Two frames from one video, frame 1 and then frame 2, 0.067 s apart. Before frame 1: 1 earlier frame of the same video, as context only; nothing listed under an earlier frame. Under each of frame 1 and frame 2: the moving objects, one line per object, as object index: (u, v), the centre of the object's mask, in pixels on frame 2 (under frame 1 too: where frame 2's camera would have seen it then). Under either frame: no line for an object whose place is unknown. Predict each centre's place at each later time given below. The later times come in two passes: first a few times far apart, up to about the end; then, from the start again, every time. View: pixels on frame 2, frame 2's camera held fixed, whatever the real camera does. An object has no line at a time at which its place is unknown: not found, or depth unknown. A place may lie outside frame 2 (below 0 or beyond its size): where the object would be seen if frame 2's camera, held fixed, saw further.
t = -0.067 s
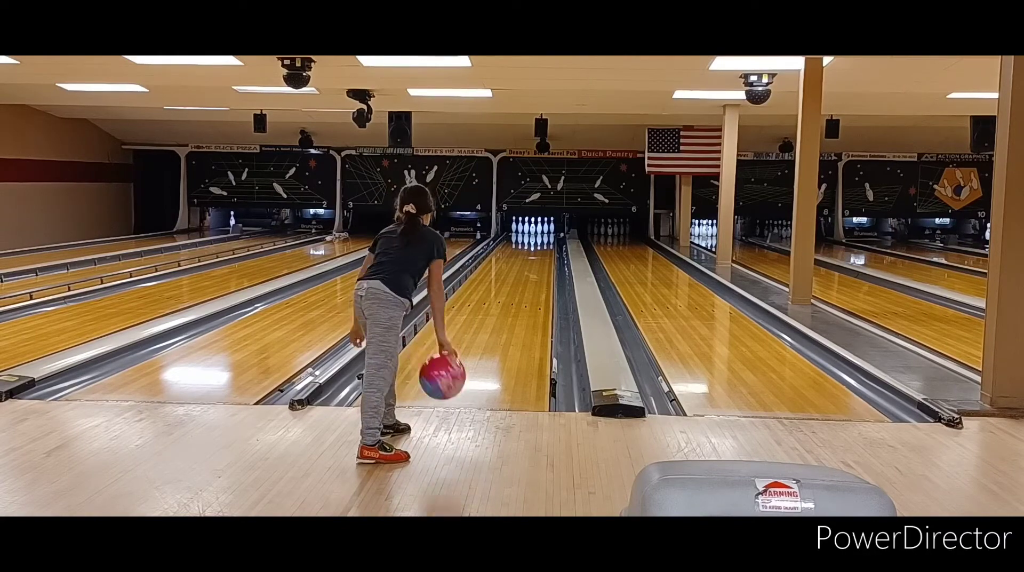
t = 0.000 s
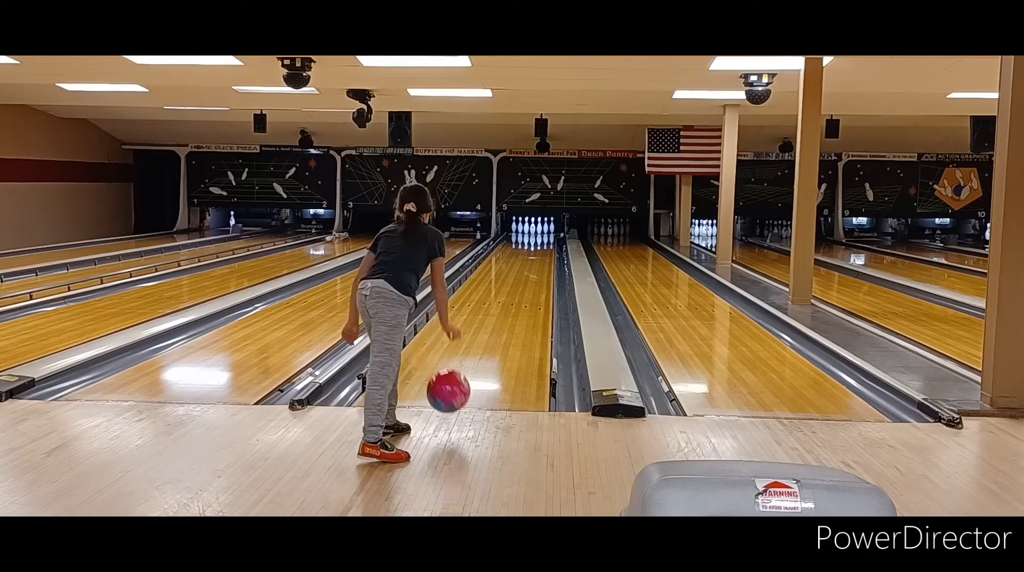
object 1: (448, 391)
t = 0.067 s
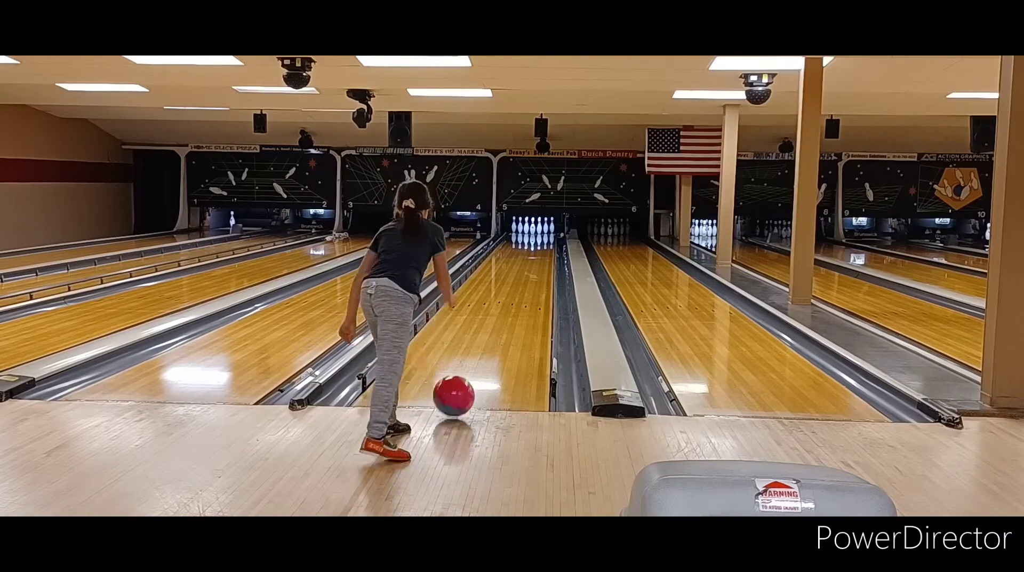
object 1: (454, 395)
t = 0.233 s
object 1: (465, 374)
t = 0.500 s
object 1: (479, 347)
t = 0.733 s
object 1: (488, 328)
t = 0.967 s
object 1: (494, 314)
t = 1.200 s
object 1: (500, 302)
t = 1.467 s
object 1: (505, 291)
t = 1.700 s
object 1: (509, 283)
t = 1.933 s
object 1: (513, 277)
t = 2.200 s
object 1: (516, 271)
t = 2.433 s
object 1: (518, 266)
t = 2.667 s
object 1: (520, 261)
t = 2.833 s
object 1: (521, 258)
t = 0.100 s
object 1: (456, 391)
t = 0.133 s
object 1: (459, 387)
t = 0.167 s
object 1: (461, 382)
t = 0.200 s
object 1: (463, 379)
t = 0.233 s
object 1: (465, 374)
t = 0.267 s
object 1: (467, 370)
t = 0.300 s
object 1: (469, 366)
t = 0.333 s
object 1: (471, 363)
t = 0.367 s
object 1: (472, 359)
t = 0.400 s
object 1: (474, 356)
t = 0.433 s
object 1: (476, 353)
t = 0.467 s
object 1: (477, 350)
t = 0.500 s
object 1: (479, 347)
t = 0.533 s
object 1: (480, 344)
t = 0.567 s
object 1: (481, 341)
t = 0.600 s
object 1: (483, 338)
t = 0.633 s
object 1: (484, 336)
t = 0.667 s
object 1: (485, 333)
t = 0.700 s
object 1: (486, 331)
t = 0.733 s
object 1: (488, 328)
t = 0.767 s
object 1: (489, 326)
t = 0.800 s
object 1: (490, 324)
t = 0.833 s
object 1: (491, 322)
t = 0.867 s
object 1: (492, 320)
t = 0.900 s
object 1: (492, 318)
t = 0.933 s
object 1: (493, 316)
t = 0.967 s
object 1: (494, 314)
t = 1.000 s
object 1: (495, 312)
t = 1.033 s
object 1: (496, 311)
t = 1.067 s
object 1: (497, 309)
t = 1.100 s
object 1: (498, 307)
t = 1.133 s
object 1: (499, 305)
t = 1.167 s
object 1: (500, 304)
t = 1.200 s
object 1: (500, 302)
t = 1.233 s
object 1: (501, 301)
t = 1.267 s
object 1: (502, 299)
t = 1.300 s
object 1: (502, 298)
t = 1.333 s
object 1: (503, 296)
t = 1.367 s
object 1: (503, 295)
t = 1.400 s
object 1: (504, 294)
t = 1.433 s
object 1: (505, 292)
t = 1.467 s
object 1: (505, 291)
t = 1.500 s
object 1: (506, 290)
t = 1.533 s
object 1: (506, 289)
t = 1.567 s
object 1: (507, 288)
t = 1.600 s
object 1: (507, 287)
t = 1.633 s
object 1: (508, 286)
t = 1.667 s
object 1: (508, 285)
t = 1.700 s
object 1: (509, 283)
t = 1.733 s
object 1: (510, 283)
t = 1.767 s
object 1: (510, 282)
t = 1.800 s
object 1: (511, 281)
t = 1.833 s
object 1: (511, 280)
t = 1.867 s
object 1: (512, 279)
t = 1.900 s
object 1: (512, 278)
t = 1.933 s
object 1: (513, 277)
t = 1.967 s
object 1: (513, 276)
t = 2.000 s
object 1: (513, 275)
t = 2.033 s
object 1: (513, 274)
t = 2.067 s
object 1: (514, 274)
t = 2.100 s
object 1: (514, 273)
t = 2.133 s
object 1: (515, 272)
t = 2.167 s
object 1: (515, 271)
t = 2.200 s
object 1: (516, 271)
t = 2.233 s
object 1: (516, 270)
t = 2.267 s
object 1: (516, 269)
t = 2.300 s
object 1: (517, 268)
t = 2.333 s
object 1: (517, 268)
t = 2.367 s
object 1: (518, 267)
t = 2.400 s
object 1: (518, 266)
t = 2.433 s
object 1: (518, 266)
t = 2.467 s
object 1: (518, 265)
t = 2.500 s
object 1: (518, 264)
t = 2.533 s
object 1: (519, 264)
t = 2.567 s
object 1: (519, 263)
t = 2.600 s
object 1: (519, 262)
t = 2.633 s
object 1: (520, 262)
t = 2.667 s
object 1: (520, 261)
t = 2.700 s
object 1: (520, 261)
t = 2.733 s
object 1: (521, 260)
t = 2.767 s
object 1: (521, 259)
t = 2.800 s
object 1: (521, 259)
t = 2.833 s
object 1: (521, 258)
